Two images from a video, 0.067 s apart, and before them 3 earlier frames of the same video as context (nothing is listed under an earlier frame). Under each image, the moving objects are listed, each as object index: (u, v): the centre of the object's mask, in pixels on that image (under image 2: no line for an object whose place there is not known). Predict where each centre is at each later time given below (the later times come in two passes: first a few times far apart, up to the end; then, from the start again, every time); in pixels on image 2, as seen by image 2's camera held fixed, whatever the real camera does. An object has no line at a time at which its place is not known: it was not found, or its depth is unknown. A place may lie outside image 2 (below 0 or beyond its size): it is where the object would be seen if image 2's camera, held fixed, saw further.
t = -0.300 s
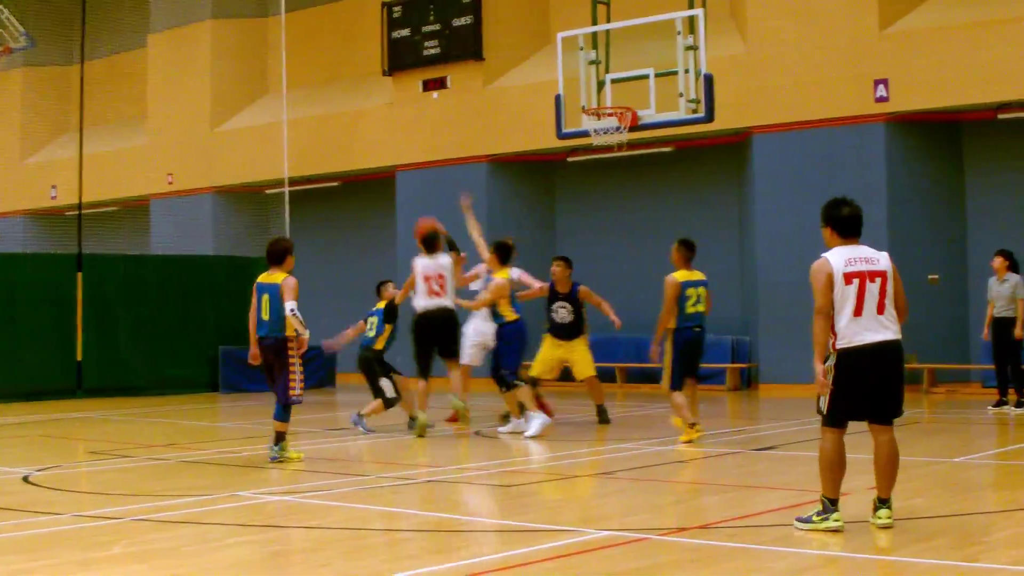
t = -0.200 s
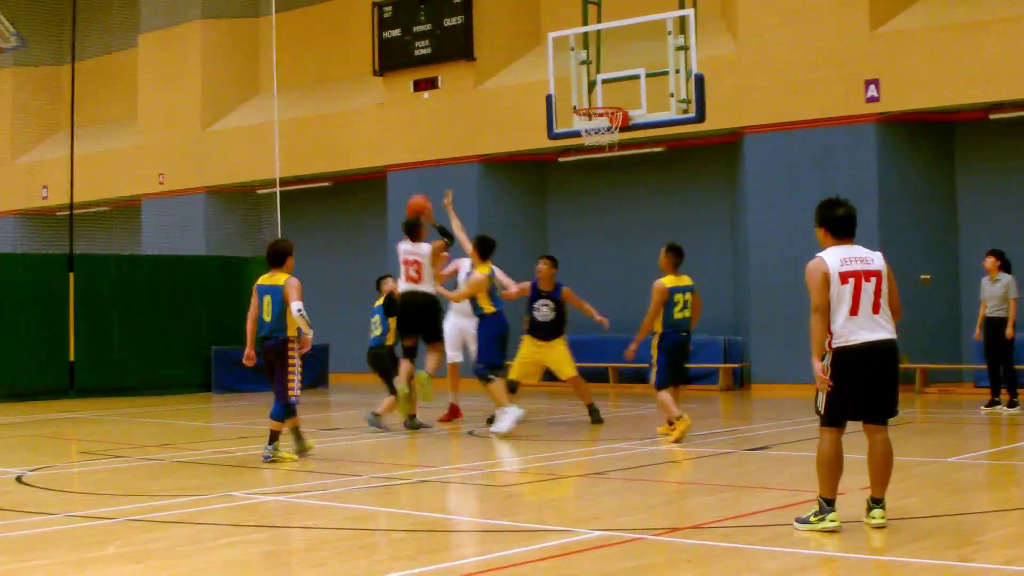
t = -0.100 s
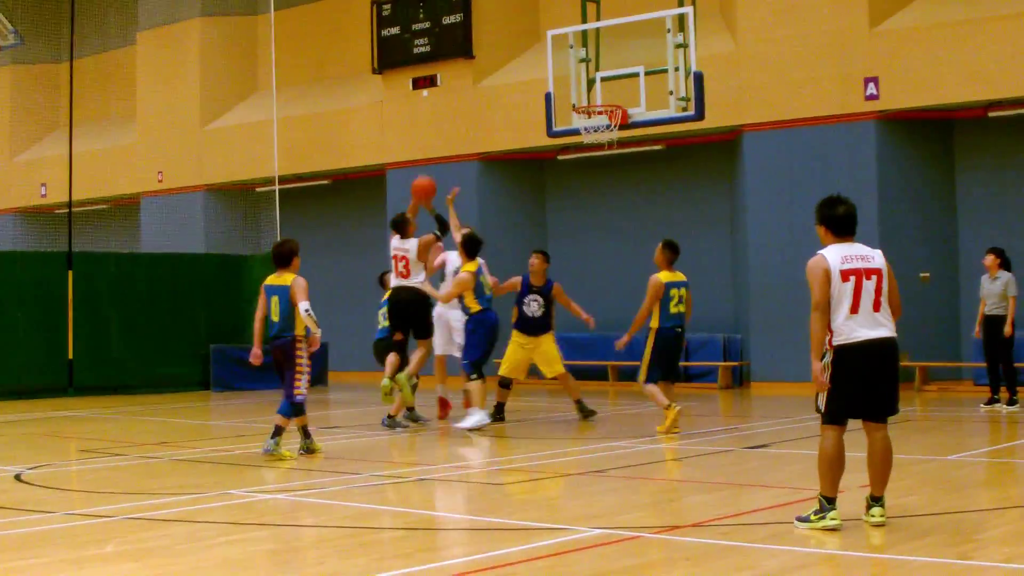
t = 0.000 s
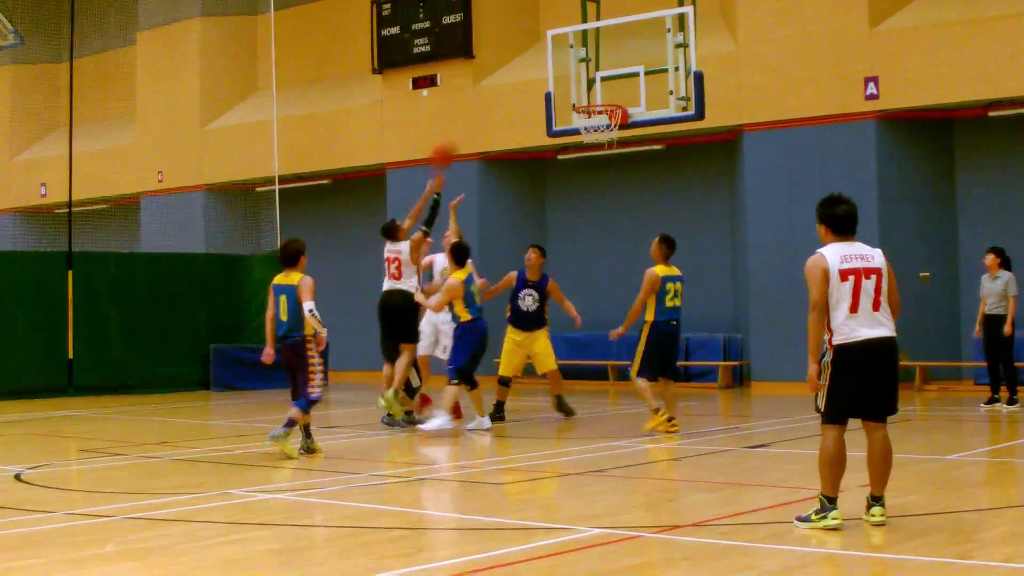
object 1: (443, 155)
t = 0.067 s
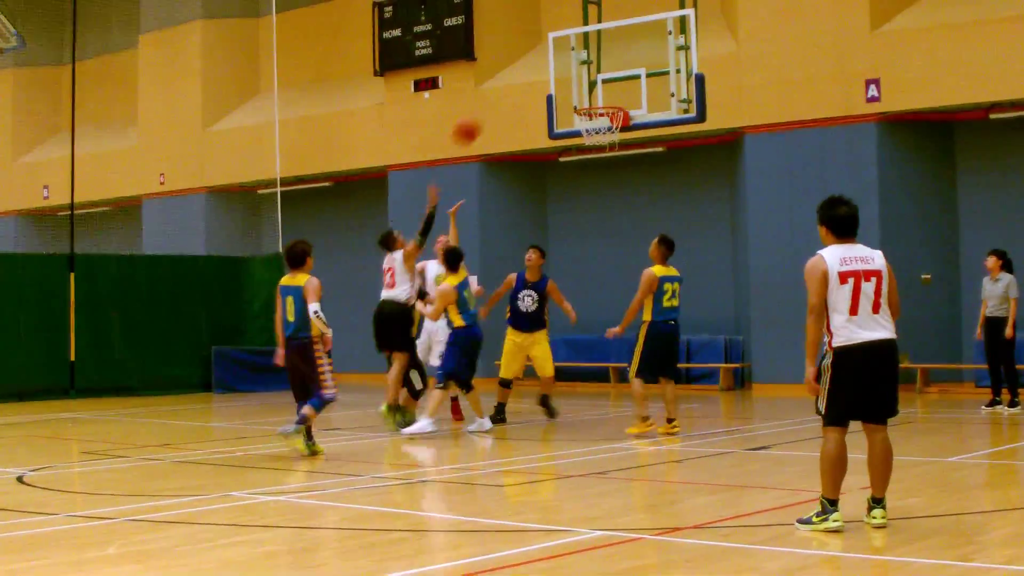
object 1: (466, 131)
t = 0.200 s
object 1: (511, 92)
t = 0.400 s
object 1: (576, 65)
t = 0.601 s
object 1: (616, 78)
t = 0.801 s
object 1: (594, 86)
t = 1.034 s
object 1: (559, 103)
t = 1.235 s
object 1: (530, 163)
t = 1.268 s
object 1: (526, 175)
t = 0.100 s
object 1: (477, 119)
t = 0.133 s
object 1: (488, 109)
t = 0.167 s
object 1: (500, 99)
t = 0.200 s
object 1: (511, 92)
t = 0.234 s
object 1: (523, 84)
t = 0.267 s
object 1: (534, 79)
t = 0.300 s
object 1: (544, 74)
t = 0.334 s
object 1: (554, 69)
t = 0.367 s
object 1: (566, 67)
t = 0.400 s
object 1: (576, 65)
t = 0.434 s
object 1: (588, 65)
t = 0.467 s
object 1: (599, 66)
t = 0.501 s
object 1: (610, 66)
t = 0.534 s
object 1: (619, 70)
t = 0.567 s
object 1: (618, 73)
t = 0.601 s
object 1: (616, 78)
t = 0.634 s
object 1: (614, 84)
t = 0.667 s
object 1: (612, 89)
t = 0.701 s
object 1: (609, 95)
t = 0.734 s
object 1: (604, 92)
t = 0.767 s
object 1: (600, 89)
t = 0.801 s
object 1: (594, 86)
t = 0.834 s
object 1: (589, 85)
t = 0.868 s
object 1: (585, 85)
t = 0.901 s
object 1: (581, 86)
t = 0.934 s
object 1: (574, 88)
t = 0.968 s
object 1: (569, 92)
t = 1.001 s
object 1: (564, 97)
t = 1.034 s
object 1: (559, 103)
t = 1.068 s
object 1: (555, 109)
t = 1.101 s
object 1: (550, 117)
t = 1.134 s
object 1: (545, 126)
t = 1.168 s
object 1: (540, 137)
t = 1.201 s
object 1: (535, 150)
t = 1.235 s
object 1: (530, 163)
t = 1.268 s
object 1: (526, 175)
